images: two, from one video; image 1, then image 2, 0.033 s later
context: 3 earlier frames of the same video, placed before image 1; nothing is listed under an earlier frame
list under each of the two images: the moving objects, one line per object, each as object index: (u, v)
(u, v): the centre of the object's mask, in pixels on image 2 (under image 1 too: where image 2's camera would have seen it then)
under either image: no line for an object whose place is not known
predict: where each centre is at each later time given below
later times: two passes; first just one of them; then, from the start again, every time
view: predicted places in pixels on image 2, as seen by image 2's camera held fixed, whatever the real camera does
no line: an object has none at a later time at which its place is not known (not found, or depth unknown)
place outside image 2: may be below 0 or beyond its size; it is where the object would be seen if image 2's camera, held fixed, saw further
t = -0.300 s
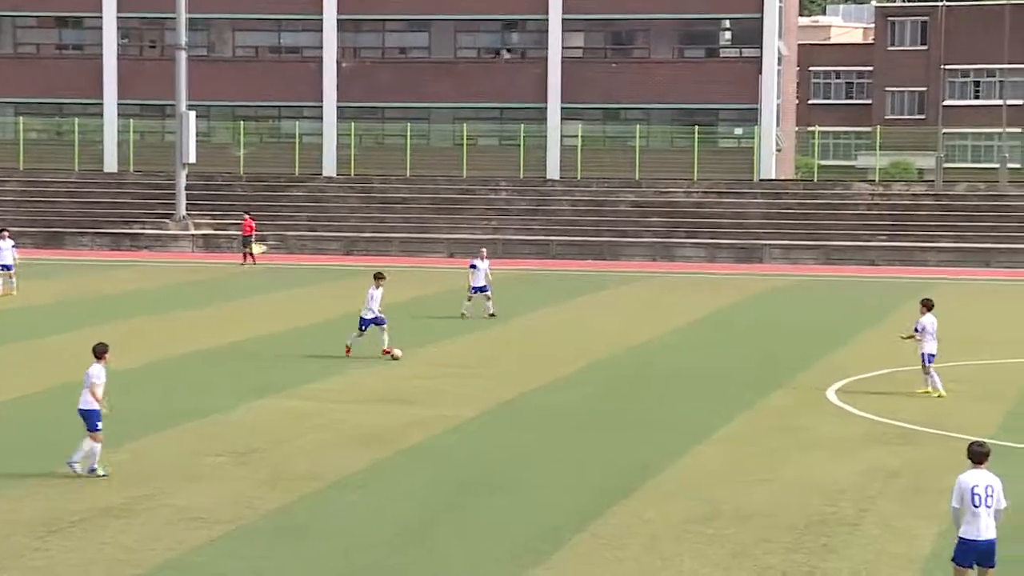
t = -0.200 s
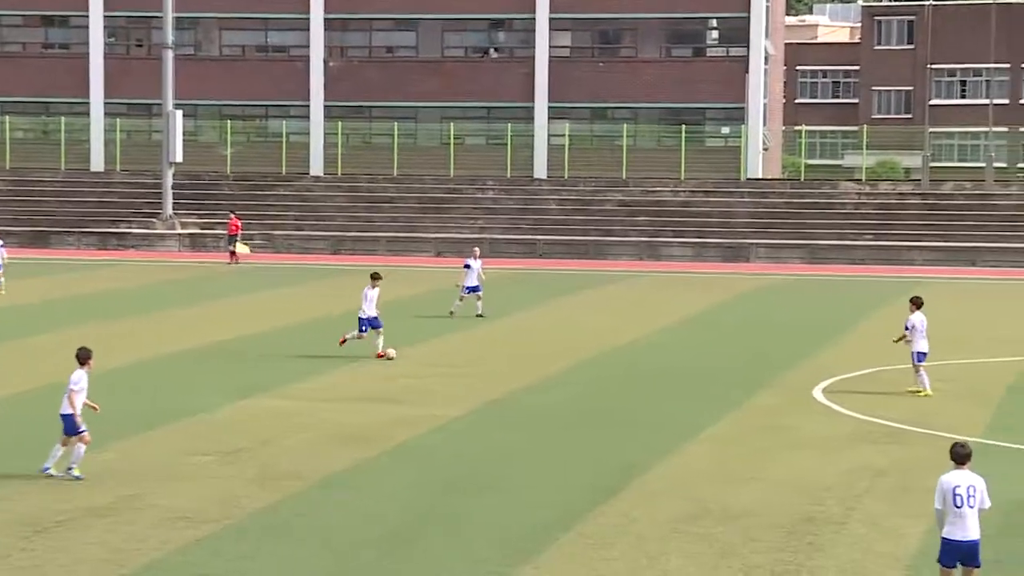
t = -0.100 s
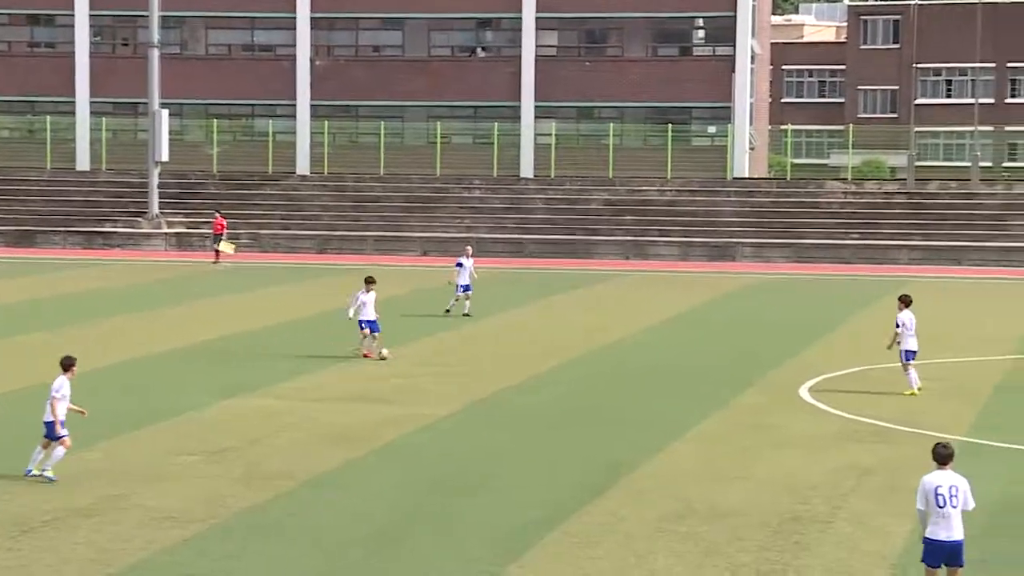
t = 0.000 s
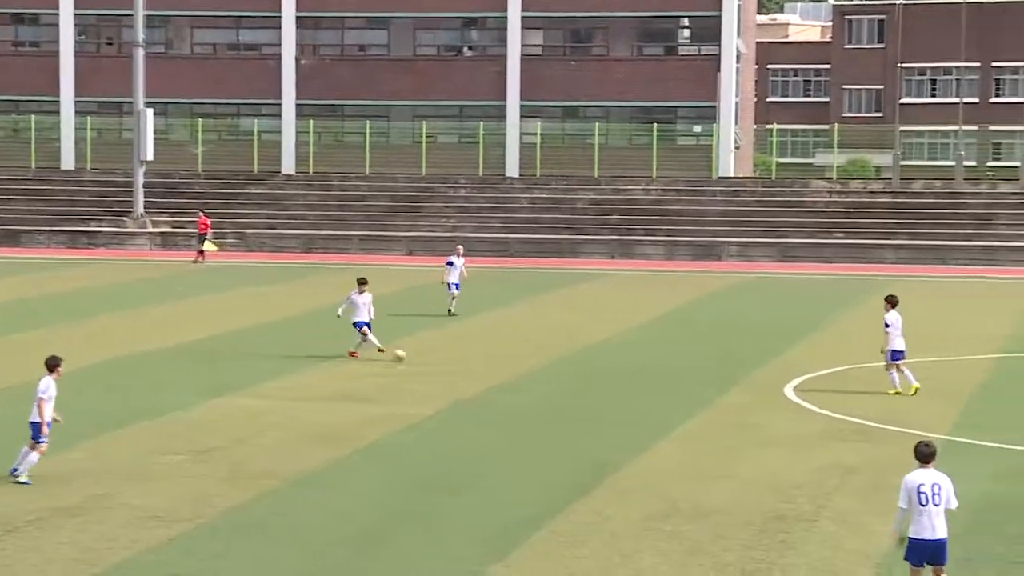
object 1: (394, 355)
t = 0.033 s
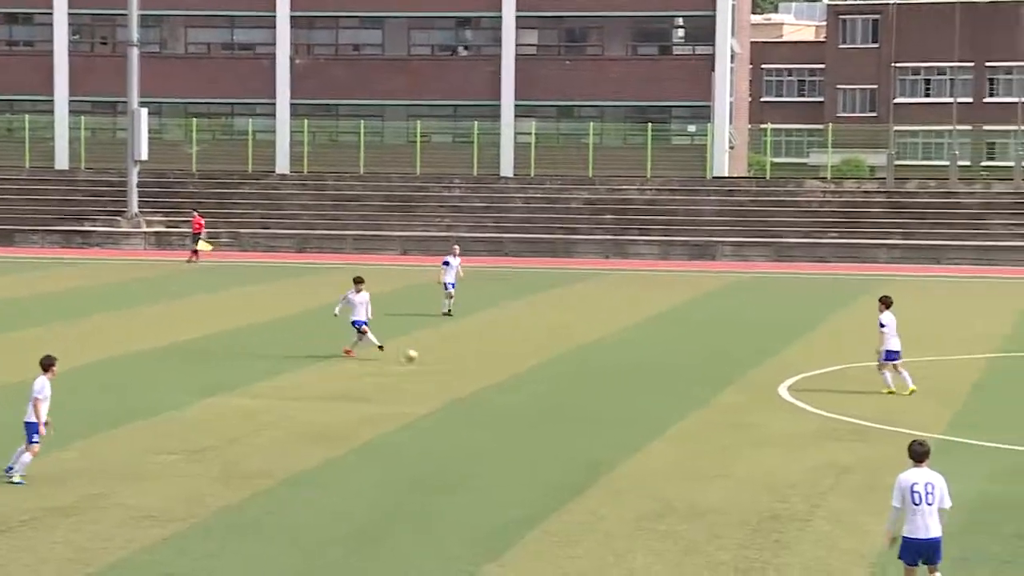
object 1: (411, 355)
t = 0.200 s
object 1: (495, 361)
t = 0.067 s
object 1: (428, 356)
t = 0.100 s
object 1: (446, 358)
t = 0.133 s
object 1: (462, 360)
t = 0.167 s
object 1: (478, 361)
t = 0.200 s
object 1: (495, 361)
